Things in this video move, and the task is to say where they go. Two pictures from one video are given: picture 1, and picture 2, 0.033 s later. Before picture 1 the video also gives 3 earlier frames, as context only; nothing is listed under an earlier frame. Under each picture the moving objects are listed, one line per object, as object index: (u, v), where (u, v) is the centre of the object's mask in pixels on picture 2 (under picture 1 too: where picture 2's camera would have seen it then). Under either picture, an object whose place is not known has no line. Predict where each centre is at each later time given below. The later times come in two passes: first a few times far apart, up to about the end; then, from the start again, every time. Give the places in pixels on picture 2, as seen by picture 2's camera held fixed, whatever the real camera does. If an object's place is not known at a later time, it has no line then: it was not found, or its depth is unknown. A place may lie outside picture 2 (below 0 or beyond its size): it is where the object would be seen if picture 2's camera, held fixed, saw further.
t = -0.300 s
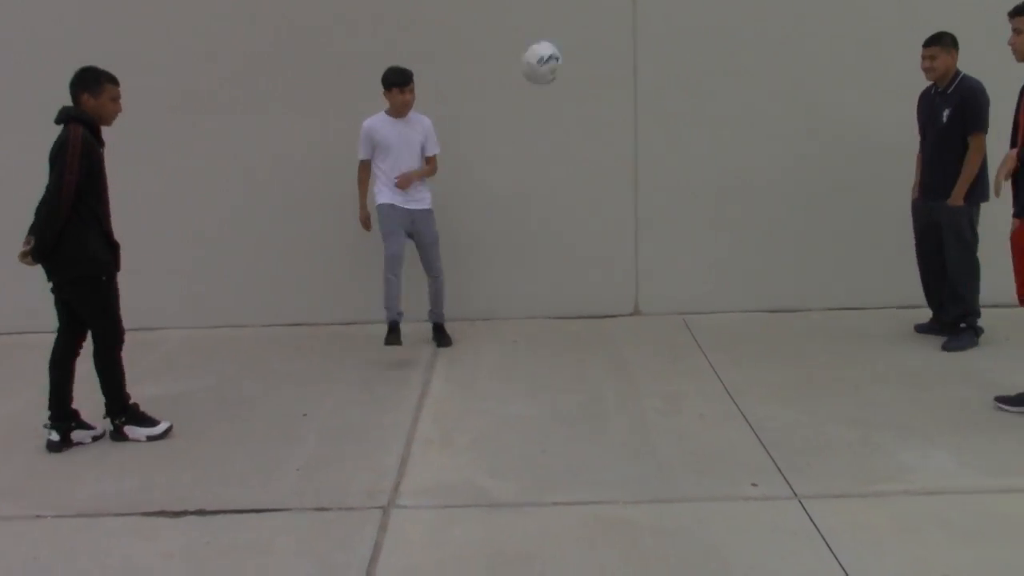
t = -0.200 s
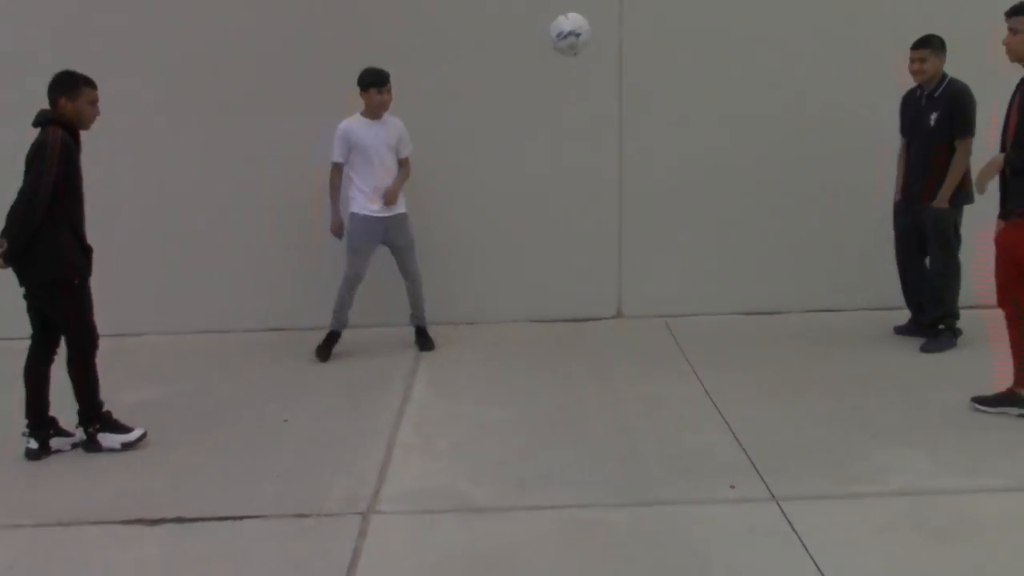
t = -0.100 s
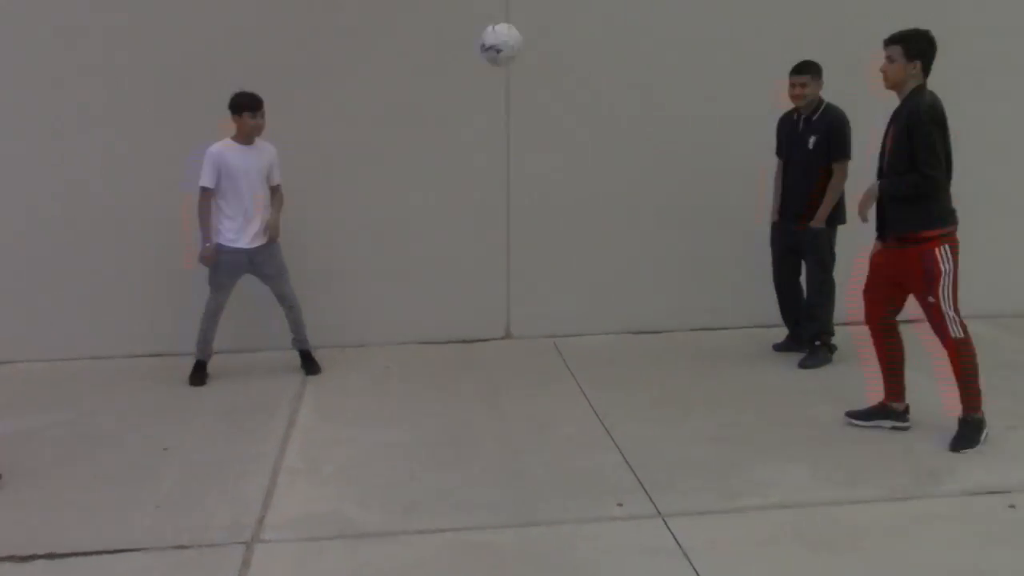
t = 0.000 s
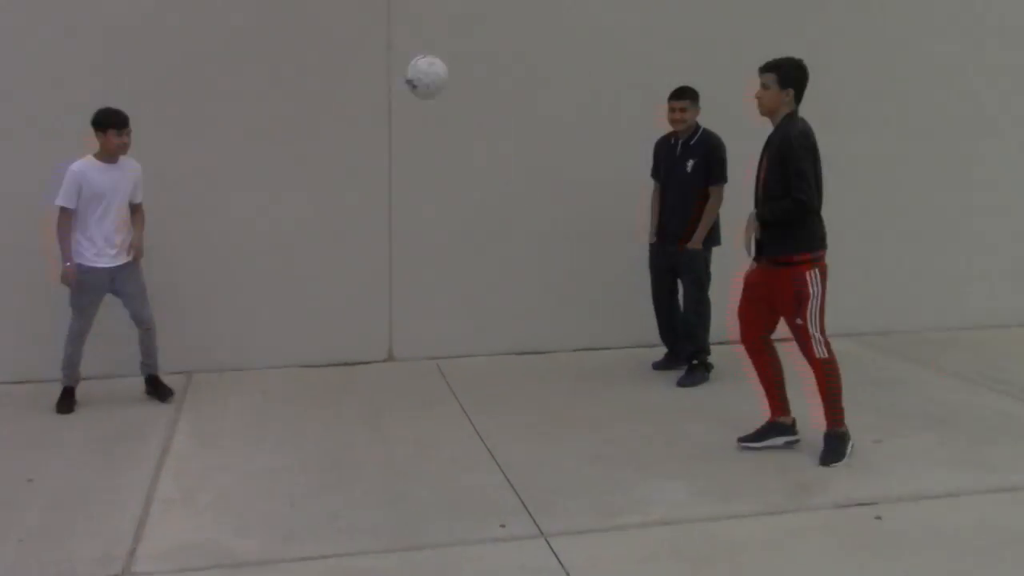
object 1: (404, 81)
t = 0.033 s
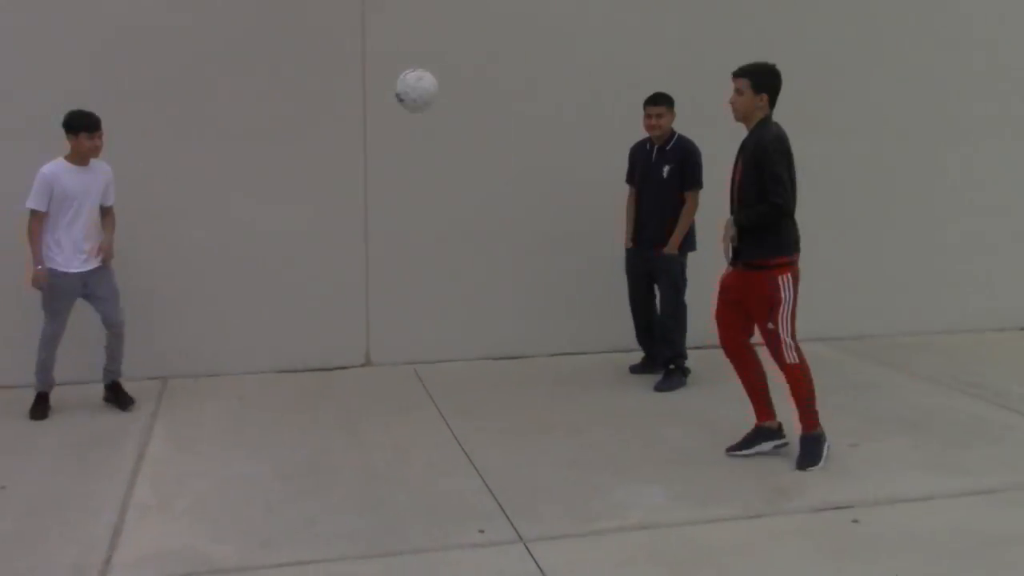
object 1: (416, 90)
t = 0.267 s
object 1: (521, 222)
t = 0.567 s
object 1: (632, 432)
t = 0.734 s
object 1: (657, 420)
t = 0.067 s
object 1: (429, 102)
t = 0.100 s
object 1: (443, 116)
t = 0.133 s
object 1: (458, 133)
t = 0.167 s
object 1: (475, 151)
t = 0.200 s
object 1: (490, 173)
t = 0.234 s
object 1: (505, 196)
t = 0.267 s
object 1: (521, 222)
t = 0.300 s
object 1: (536, 250)
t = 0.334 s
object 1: (551, 282)
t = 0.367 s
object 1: (566, 315)
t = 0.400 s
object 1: (580, 350)
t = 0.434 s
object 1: (596, 391)
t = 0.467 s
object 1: (612, 431)
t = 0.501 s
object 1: (623, 453)
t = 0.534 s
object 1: (626, 439)
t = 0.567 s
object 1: (632, 432)
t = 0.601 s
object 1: (638, 425)
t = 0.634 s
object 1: (642, 420)
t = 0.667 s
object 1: (646, 418)
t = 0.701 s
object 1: (651, 418)
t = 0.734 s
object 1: (657, 420)
